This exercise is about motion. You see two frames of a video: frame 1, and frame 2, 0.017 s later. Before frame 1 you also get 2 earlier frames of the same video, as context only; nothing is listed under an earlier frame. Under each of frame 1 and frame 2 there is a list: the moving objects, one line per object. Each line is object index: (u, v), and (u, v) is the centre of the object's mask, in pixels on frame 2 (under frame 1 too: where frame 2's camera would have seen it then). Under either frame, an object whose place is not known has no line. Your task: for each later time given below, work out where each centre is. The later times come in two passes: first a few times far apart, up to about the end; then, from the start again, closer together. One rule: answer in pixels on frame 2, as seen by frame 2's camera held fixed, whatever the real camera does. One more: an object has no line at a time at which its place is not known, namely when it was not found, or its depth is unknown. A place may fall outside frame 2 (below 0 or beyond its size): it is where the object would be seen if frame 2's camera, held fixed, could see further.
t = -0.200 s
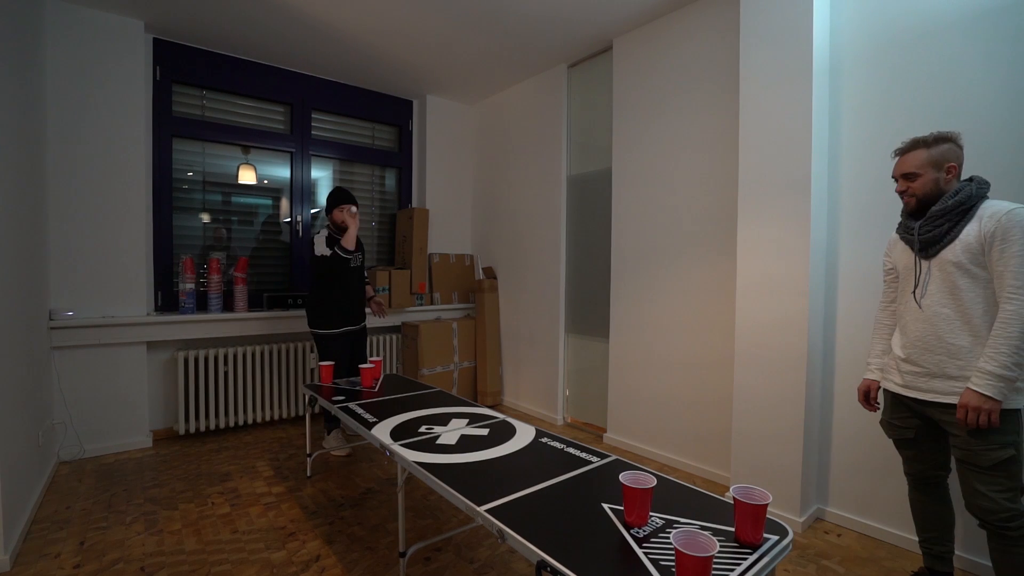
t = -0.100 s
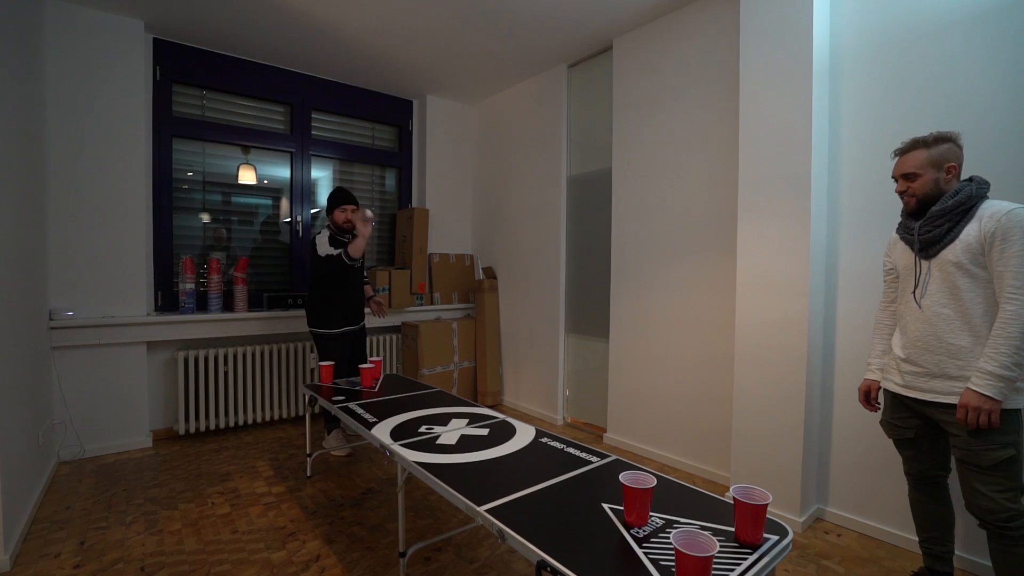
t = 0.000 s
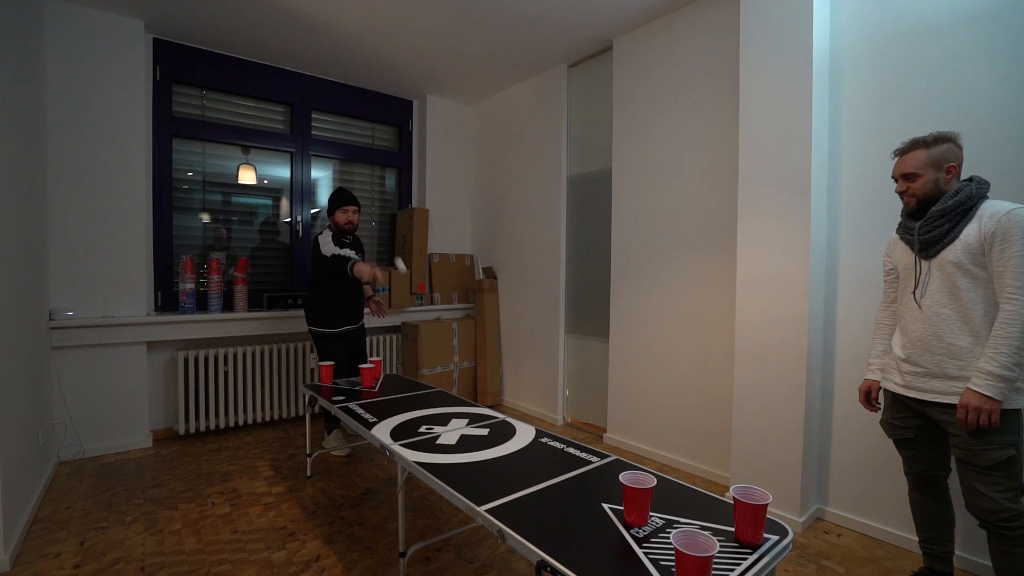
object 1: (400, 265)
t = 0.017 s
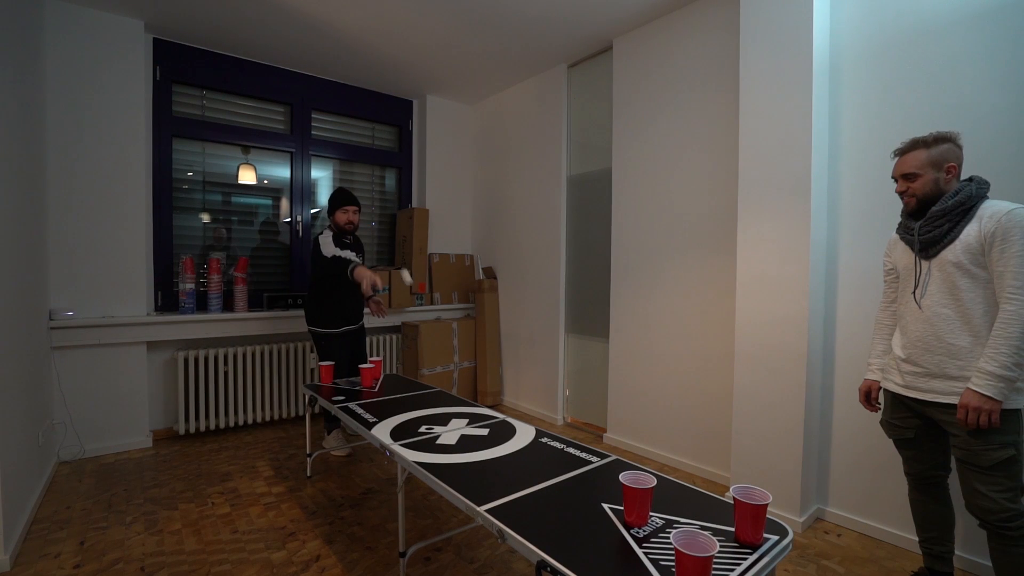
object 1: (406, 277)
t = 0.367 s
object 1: (522, 339)
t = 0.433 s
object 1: (544, 331)
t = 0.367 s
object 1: (522, 339)
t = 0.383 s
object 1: (527, 336)
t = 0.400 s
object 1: (533, 334)
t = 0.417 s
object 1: (538, 332)
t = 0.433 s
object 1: (544, 331)
